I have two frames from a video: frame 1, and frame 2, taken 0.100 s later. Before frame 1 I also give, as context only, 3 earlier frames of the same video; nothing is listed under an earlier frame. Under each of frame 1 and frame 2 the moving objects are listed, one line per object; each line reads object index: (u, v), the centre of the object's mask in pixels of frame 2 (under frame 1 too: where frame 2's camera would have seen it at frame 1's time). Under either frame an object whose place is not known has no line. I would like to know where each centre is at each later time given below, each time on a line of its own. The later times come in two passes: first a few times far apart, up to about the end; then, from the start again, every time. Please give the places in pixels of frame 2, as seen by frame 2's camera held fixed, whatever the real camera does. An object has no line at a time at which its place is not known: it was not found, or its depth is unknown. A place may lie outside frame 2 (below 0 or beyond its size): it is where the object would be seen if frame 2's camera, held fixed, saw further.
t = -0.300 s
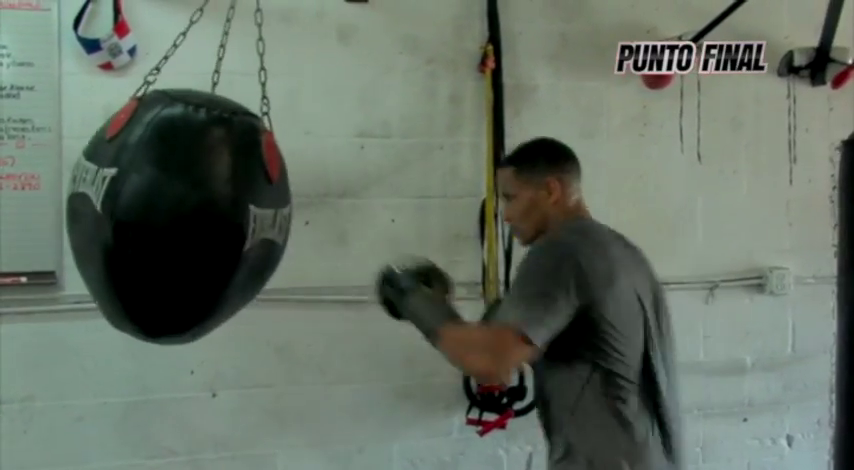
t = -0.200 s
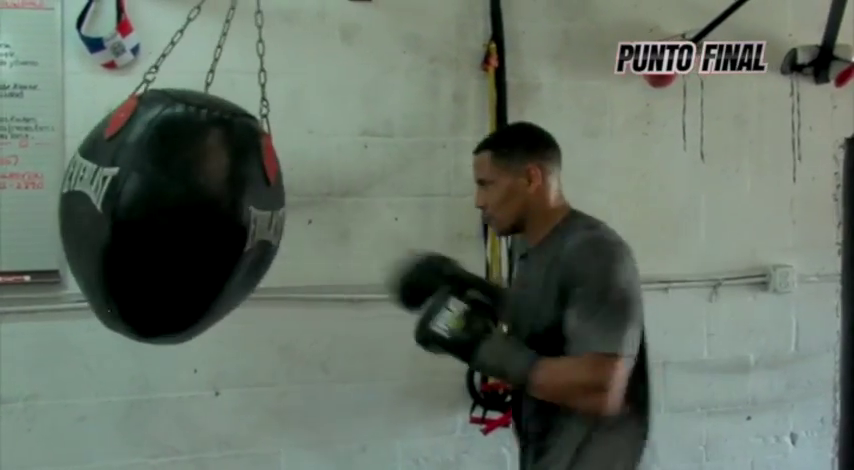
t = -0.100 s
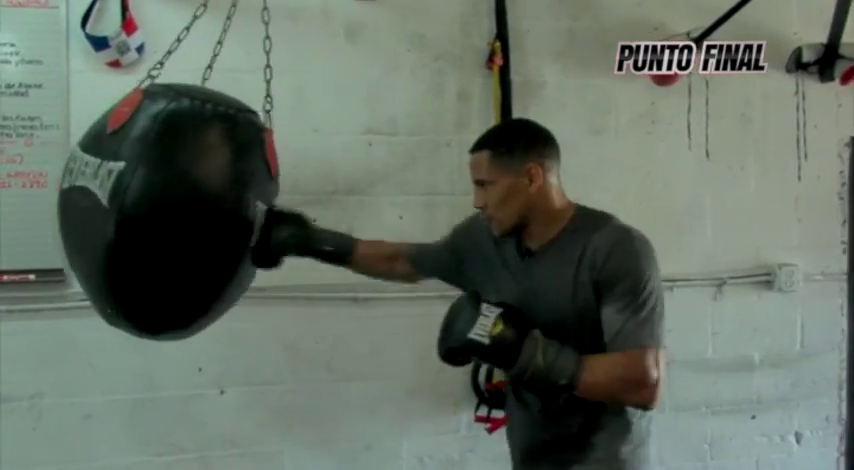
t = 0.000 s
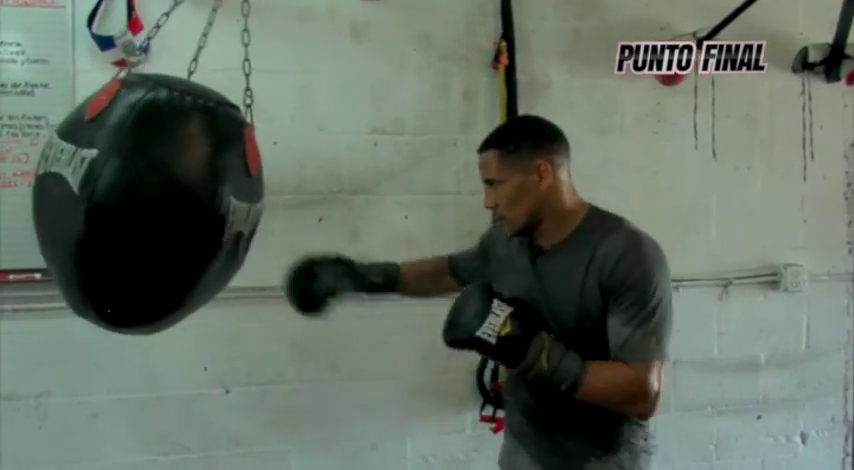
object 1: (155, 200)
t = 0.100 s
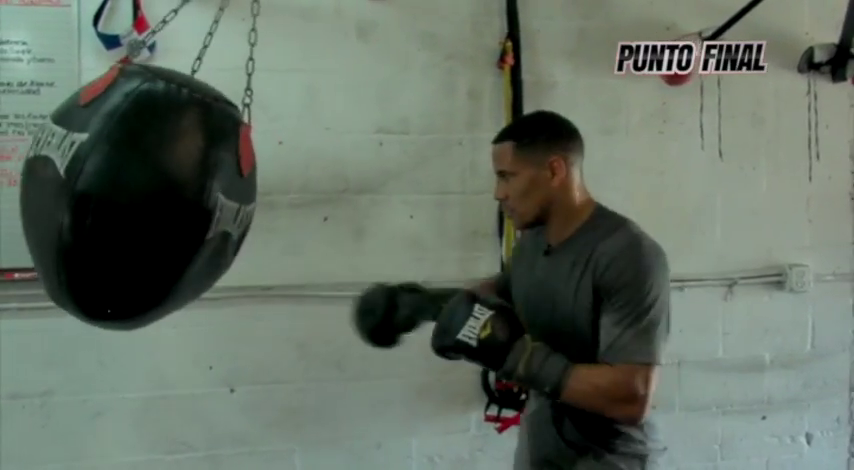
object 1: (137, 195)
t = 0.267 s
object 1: (137, 197)
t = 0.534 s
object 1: (223, 222)
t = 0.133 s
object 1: (134, 195)
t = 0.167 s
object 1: (132, 195)
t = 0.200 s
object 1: (131, 195)
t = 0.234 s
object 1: (133, 197)
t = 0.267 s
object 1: (137, 197)
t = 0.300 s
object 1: (142, 199)
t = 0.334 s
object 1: (149, 203)
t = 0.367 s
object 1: (157, 206)
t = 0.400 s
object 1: (168, 208)
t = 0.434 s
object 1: (180, 210)
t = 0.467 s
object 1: (193, 214)
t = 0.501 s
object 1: (207, 218)
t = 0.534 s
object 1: (223, 222)
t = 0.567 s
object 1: (240, 224)
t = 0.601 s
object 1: (257, 225)
